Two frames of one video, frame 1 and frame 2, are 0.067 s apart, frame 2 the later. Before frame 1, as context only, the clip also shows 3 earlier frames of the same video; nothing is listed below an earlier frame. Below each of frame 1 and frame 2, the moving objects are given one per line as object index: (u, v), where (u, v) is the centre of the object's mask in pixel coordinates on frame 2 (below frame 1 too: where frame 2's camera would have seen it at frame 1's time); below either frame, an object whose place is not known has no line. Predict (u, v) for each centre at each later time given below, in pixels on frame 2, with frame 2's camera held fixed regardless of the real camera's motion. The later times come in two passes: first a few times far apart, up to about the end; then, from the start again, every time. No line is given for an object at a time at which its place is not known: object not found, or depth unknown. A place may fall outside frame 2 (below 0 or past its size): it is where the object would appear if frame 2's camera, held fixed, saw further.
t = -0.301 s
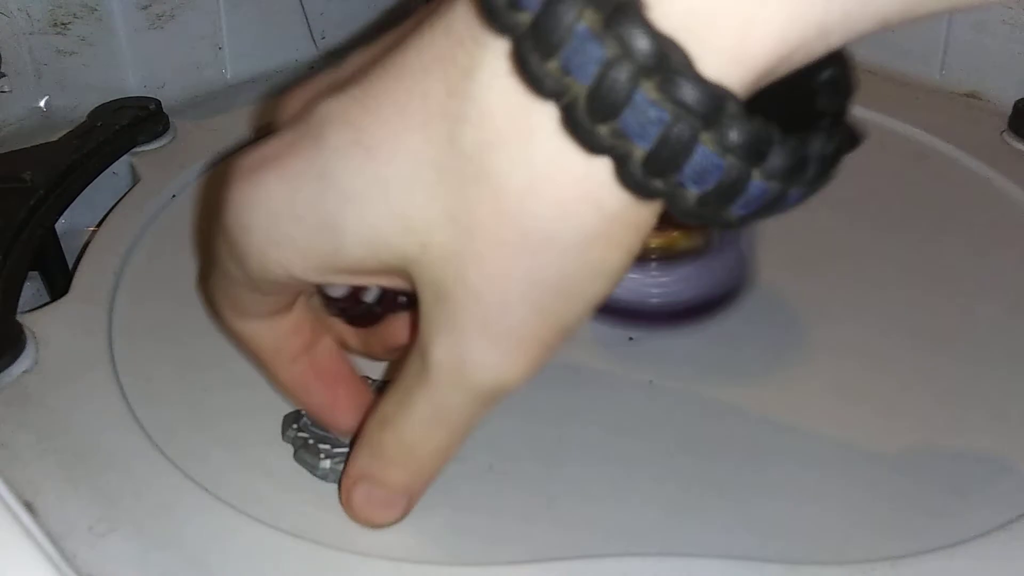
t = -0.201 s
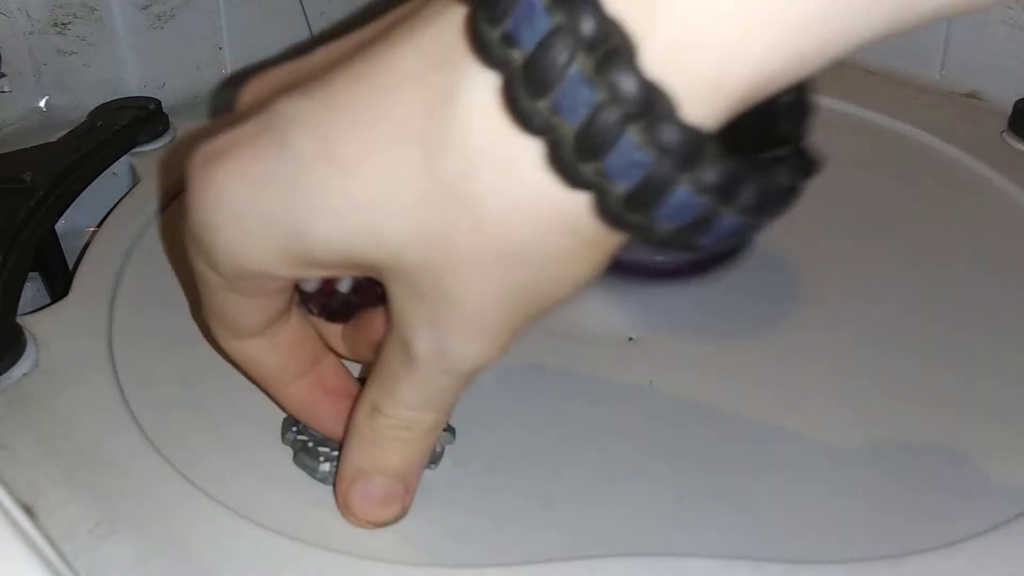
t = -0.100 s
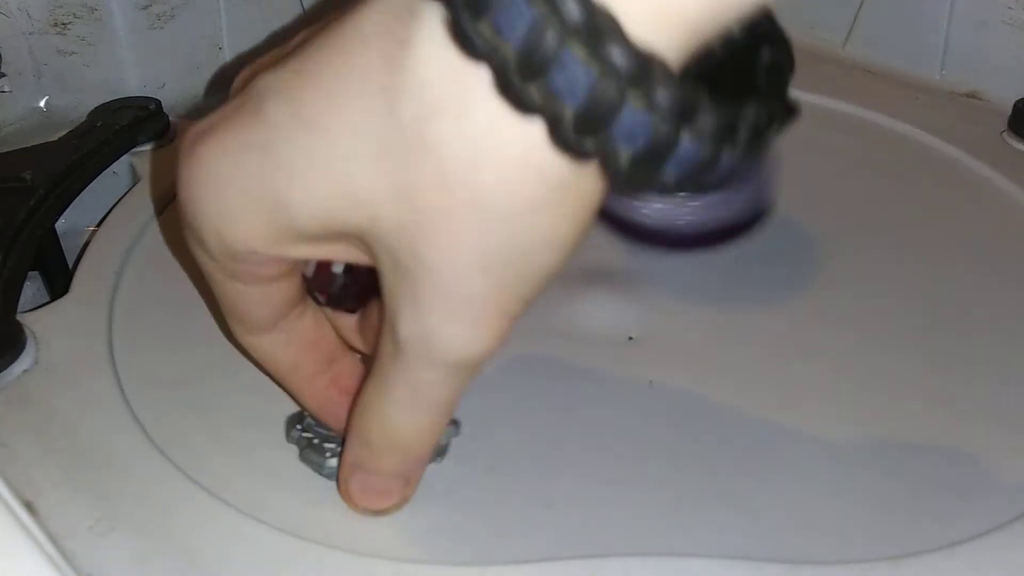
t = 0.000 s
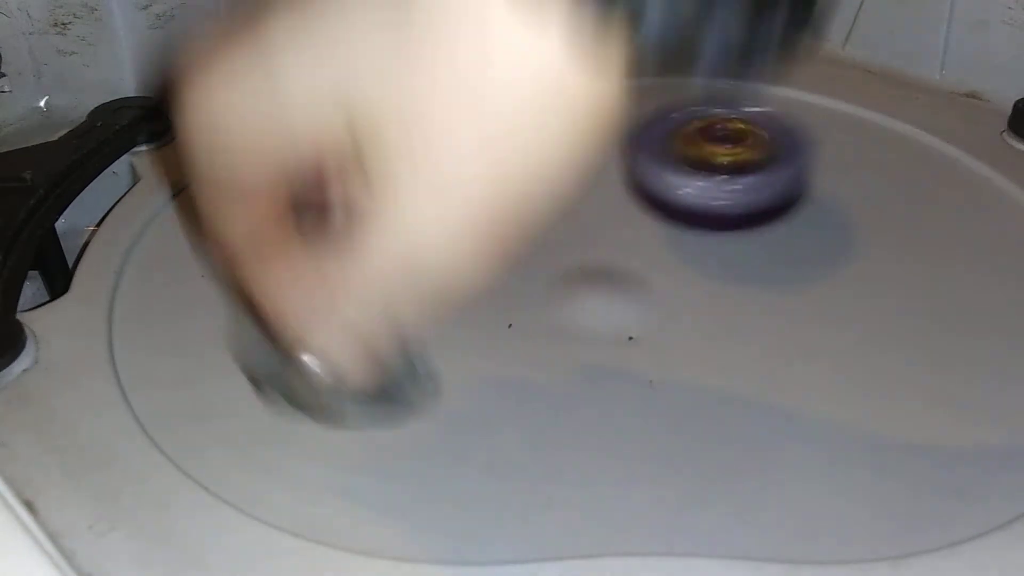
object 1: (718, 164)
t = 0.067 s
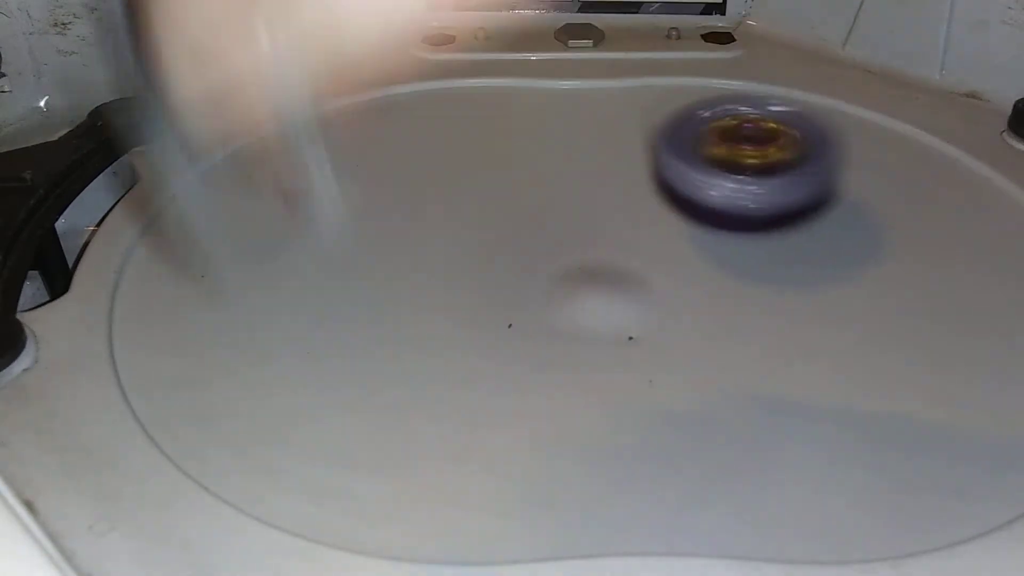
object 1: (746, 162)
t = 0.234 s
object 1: (768, 202)
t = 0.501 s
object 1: (634, 235)
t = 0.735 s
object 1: (630, 200)
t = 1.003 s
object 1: (610, 196)
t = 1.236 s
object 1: (688, 251)
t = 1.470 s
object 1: (592, 289)
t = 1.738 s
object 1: (534, 222)
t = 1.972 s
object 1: (606, 187)
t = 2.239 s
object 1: (741, 214)
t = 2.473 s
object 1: (717, 285)
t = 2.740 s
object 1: (540, 262)
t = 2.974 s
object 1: (533, 190)
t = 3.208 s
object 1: (652, 176)
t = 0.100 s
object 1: (759, 165)
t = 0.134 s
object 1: (769, 173)
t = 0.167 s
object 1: (774, 181)
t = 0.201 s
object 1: (774, 192)
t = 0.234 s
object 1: (768, 202)
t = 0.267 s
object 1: (756, 213)
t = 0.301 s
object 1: (740, 223)
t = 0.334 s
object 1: (718, 231)
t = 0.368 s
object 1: (694, 238)
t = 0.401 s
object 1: (671, 242)
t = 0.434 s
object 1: (650, 243)
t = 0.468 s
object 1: (638, 239)
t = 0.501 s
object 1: (634, 235)
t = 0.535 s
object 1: (633, 229)
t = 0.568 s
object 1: (633, 222)
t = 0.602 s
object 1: (633, 215)
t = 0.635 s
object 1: (631, 208)
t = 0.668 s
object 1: (628, 202)
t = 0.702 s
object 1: (627, 199)
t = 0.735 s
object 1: (630, 200)
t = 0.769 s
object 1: (637, 206)
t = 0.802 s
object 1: (638, 209)
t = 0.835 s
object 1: (635, 207)
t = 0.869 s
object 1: (625, 204)
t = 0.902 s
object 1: (613, 201)
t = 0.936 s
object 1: (604, 198)
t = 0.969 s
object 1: (602, 196)
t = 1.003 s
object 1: (610, 196)
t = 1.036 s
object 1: (624, 198)
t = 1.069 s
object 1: (643, 202)
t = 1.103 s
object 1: (660, 210)
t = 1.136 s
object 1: (672, 219)
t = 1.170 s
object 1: (681, 229)
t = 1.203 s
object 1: (686, 240)
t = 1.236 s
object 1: (688, 251)
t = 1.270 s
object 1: (688, 261)
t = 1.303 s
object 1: (681, 271)
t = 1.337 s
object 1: (670, 280)
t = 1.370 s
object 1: (655, 286)
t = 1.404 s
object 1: (635, 289)
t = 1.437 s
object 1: (613, 290)
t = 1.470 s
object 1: (592, 289)
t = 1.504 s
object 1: (572, 286)
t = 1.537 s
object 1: (553, 282)
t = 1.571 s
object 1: (538, 274)
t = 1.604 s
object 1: (527, 264)
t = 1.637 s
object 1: (523, 254)
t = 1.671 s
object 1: (523, 243)
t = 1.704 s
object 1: (527, 233)
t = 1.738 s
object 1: (534, 222)
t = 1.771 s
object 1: (542, 215)
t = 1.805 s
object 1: (550, 210)
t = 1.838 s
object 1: (554, 207)
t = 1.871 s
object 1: (560, 203)
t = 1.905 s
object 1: (570, 196)
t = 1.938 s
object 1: (586, 190)
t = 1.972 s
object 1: (606, 187)
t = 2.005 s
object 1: (624, 184)
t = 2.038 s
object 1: (644, 183)
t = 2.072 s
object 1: (663, 184)
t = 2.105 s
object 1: (682, 187)
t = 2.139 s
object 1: (700, 193)
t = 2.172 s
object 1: (717, 198)
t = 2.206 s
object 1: (730, 206)
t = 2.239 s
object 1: (741, 214)
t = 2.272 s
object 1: (749, 224)
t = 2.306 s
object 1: (754, 235)
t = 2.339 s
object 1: (754, 245)
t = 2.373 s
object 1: (753, 256)
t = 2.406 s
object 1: (746, 266)
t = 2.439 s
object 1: (733, 276)
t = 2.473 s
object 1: (717, 285)
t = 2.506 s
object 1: (696, 290)
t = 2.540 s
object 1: (672, 293)
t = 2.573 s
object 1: (646, 292)
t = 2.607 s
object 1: (621, 288)
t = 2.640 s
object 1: (595, 284)
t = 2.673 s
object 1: (574, 279)
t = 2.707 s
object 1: (556, 271)
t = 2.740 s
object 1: (540, 262)
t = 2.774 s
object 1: (529, 251)
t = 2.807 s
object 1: (522, 241)
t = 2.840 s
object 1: (517, 231)
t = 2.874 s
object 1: (516, 220)
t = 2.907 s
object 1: (518, 209)
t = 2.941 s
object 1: (523, 199)
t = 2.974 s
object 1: (533, 190)
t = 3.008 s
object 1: (543, 183)
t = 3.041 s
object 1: (558, 178)
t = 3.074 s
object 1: (575, 174)
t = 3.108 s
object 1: (594, 173)
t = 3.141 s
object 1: (613, 172)
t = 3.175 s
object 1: (632, 173)
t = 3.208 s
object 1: (652, 176)
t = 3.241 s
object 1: (671, 181)
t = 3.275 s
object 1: (688, 188)
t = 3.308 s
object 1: (702, 197)
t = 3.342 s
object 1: (714, 206)
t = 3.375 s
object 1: (725, 217)
